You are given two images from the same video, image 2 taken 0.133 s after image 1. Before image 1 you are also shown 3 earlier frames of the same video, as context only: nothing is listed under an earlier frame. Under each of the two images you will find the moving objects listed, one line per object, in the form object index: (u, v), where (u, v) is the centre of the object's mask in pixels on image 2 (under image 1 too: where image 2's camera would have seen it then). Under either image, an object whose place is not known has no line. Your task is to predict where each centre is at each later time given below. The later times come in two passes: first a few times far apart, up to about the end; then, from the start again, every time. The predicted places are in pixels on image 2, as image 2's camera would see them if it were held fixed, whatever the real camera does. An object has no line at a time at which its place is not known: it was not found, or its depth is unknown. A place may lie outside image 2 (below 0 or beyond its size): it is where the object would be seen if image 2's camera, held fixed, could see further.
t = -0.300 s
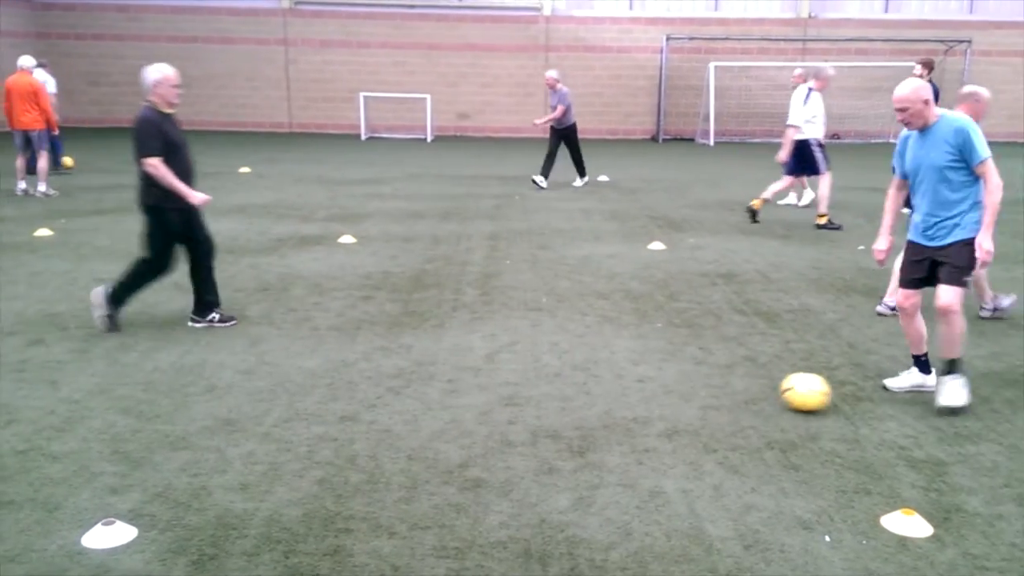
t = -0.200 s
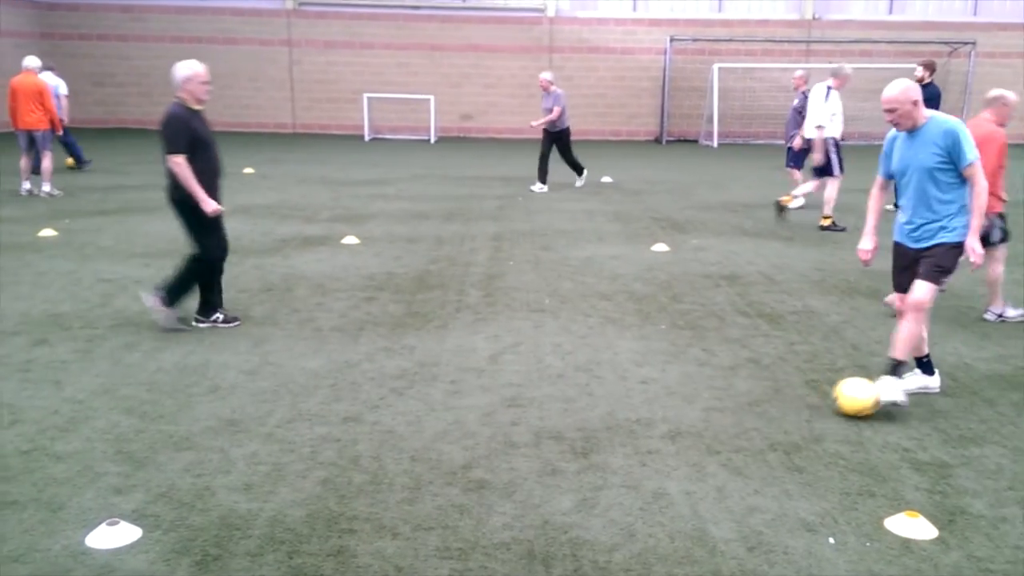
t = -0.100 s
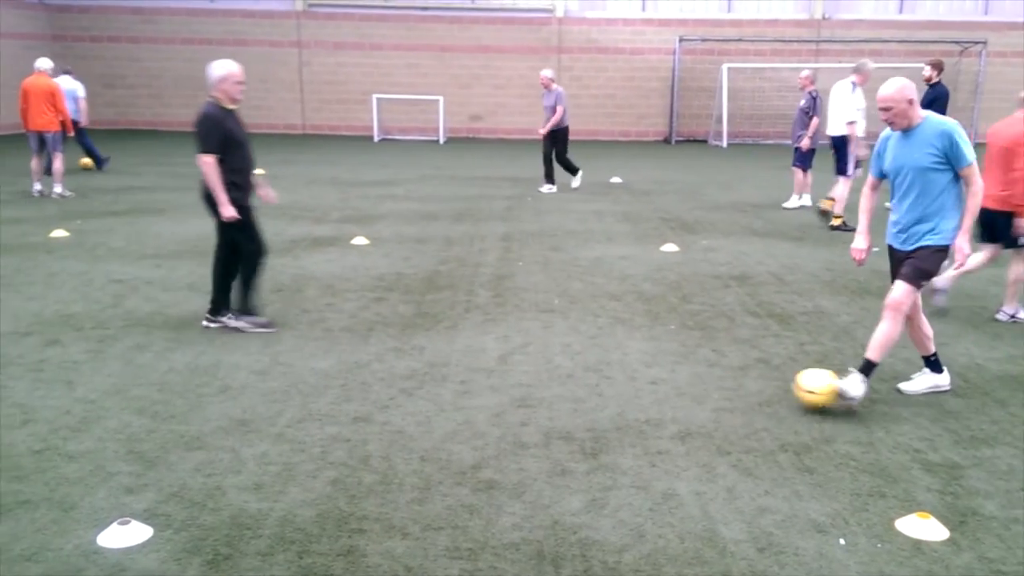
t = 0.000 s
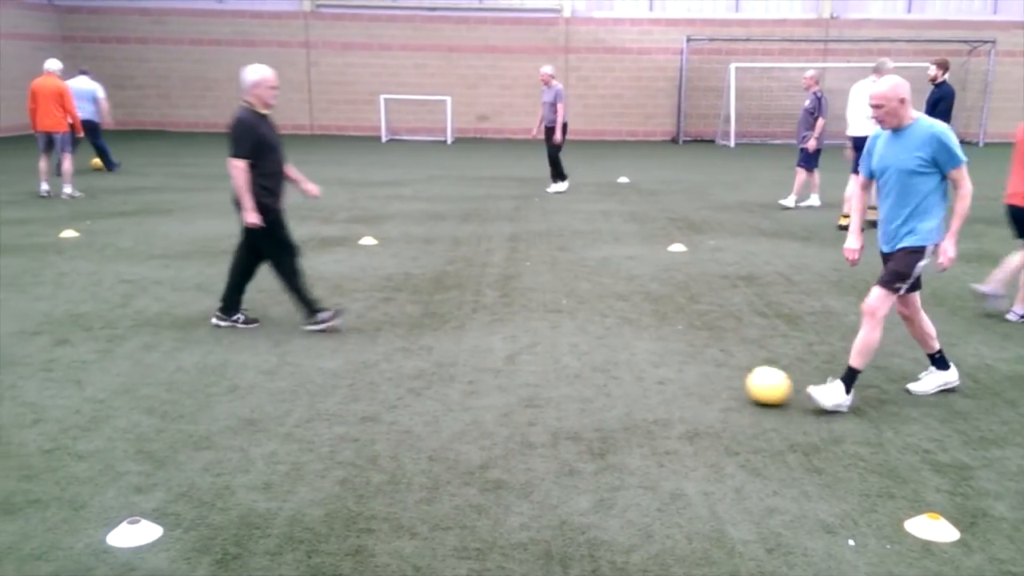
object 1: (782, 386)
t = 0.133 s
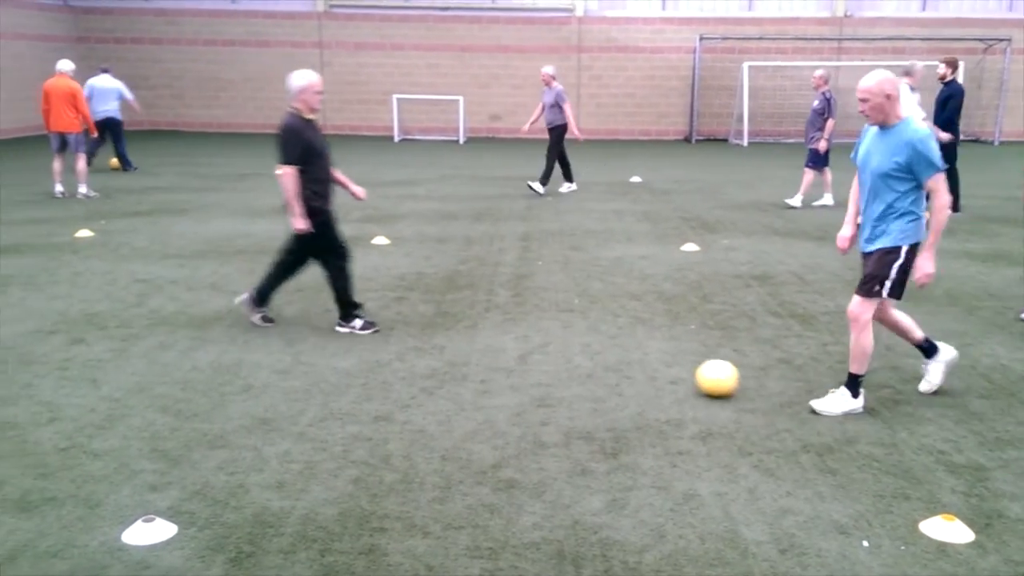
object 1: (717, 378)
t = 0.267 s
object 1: (664, 371)
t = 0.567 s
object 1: (582, 358)
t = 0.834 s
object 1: (528, 349)
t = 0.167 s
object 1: (702, 376)
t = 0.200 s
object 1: (689, 374)
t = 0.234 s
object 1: (676, 373)
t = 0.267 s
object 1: (664, 371)
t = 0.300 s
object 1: (653, 369)
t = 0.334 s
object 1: (642, 368)
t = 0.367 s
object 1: (631, 366)
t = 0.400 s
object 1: (622, 365)
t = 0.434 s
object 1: (614, 364)
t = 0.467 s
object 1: (605, 362)
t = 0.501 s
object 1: (597, 360)
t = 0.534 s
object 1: (589, 360)
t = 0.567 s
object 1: (582, 358)
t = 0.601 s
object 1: (574, 357)
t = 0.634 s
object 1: (567, 356)
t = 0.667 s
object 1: (560, 354)
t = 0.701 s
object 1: (554, 353)
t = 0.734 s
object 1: (547, 352)
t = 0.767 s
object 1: (540, 351)
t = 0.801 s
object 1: (534, 350)
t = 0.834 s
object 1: (528, 349)
